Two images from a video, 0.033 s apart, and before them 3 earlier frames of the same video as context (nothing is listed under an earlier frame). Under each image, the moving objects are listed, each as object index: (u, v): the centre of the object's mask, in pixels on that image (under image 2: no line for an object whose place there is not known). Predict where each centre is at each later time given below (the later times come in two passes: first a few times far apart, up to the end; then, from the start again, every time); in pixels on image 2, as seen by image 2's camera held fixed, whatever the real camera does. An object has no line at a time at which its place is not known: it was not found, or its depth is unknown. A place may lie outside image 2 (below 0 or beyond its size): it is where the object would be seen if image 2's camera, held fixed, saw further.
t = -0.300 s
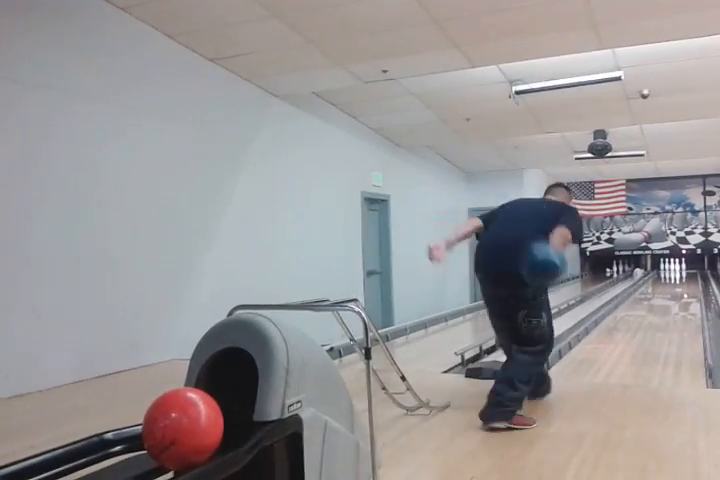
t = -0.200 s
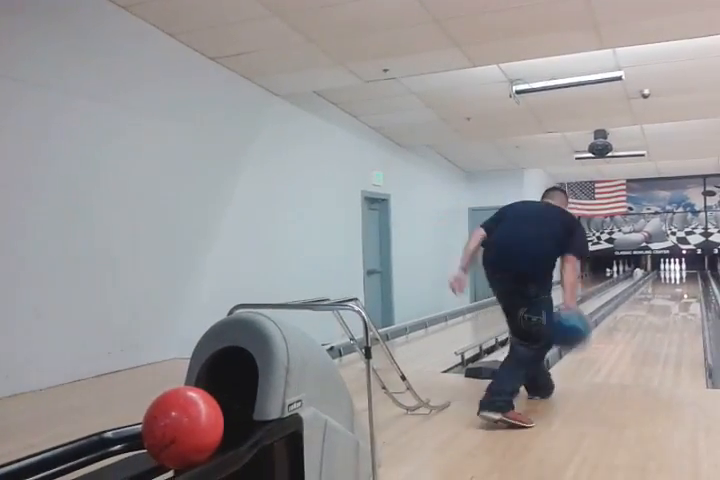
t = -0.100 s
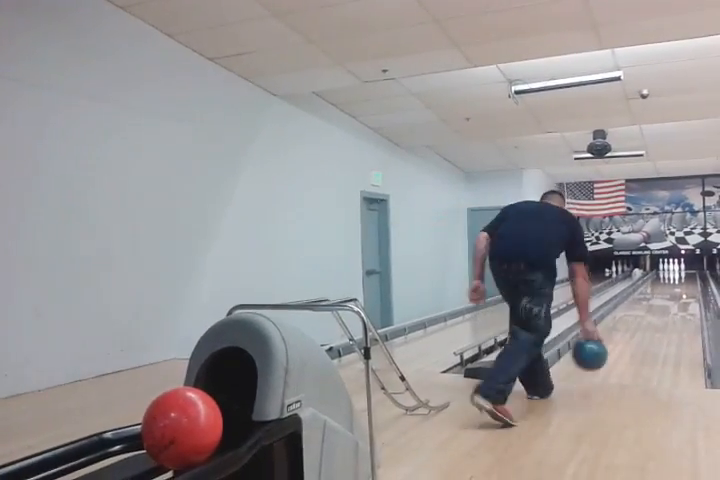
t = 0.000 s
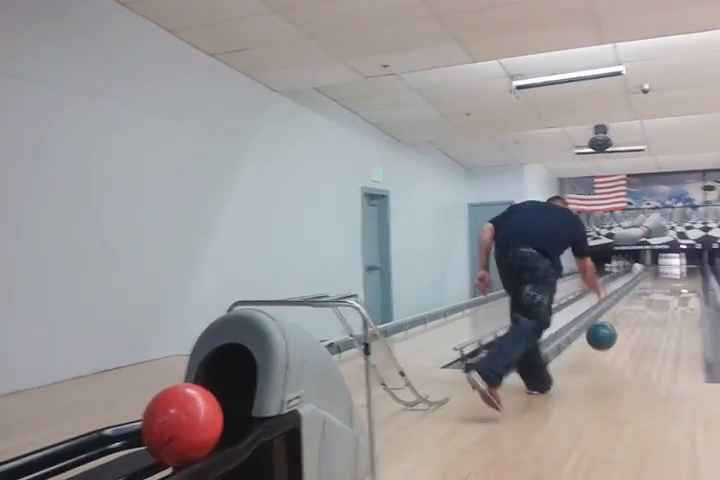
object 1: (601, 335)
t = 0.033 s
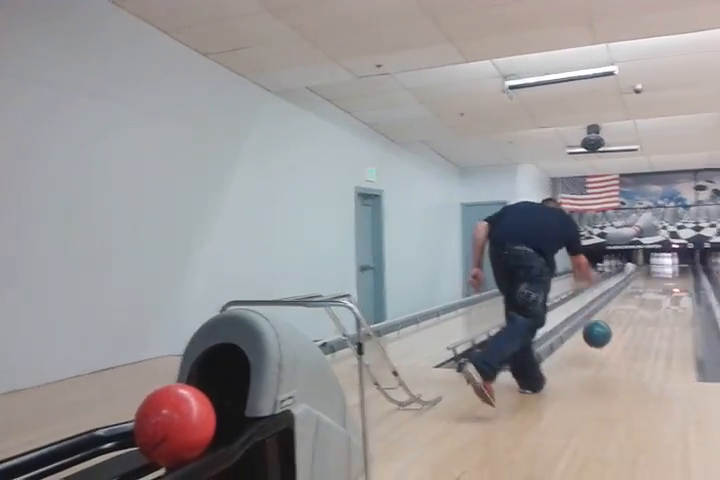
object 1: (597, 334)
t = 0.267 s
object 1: (614, 319)
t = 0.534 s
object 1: (625, 300)
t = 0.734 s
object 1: (630, 291)
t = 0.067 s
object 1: (600, 334)
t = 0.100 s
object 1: (603, 335)
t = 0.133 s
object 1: (606, 333)
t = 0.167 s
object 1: (608, 329)
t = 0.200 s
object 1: (610, 326)
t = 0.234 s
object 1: (612, 322)
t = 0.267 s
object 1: (614, 319)
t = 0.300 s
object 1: (615, 316)
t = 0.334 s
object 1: (617, 314)
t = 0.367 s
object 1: (618, 311)
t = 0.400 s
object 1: (619, 308)
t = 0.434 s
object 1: (621, 306)
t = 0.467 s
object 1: (622, 305)
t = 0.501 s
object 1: (623, 303)
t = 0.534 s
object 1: (625, 300)
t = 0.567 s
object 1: (625, 299)
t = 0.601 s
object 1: (626, 297)
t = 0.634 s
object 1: (627, 295)
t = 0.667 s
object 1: (628, 294)
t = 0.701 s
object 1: (629, 293)
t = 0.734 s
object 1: (630, 291)
